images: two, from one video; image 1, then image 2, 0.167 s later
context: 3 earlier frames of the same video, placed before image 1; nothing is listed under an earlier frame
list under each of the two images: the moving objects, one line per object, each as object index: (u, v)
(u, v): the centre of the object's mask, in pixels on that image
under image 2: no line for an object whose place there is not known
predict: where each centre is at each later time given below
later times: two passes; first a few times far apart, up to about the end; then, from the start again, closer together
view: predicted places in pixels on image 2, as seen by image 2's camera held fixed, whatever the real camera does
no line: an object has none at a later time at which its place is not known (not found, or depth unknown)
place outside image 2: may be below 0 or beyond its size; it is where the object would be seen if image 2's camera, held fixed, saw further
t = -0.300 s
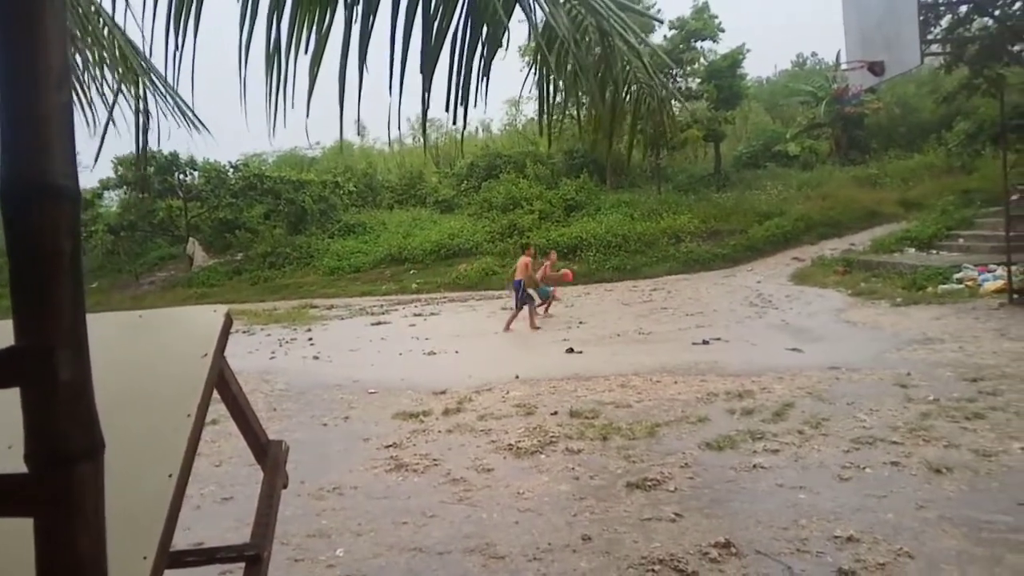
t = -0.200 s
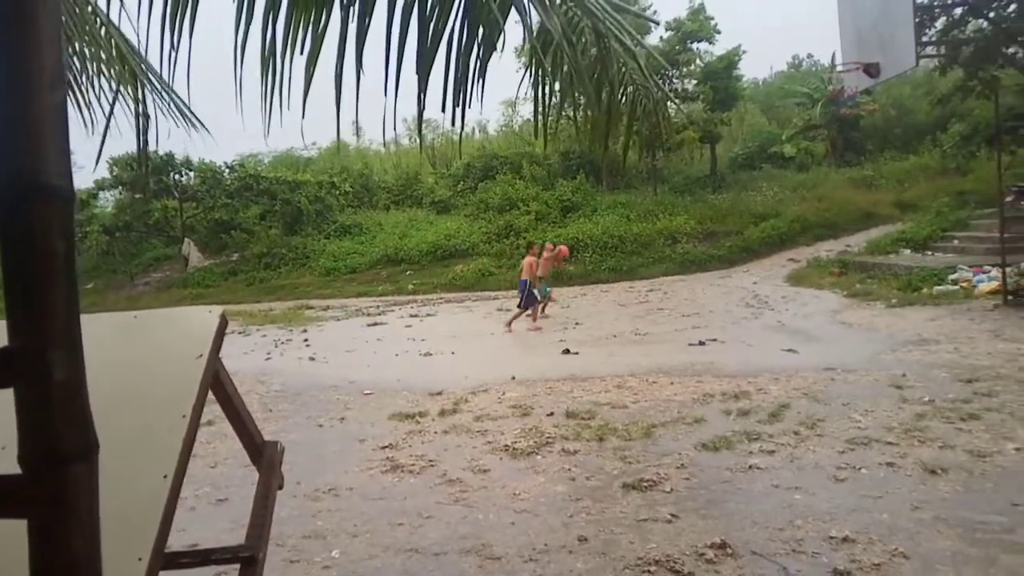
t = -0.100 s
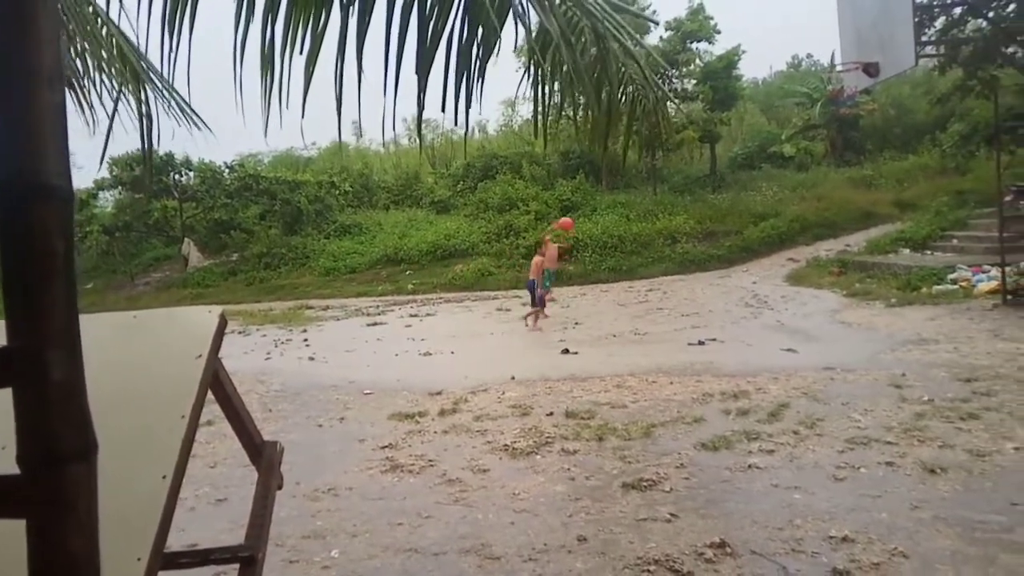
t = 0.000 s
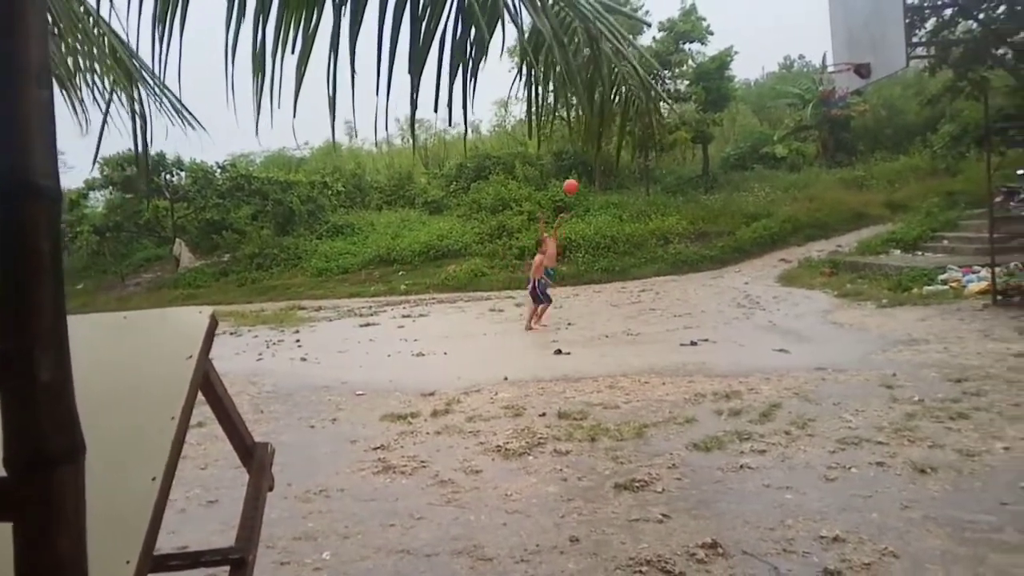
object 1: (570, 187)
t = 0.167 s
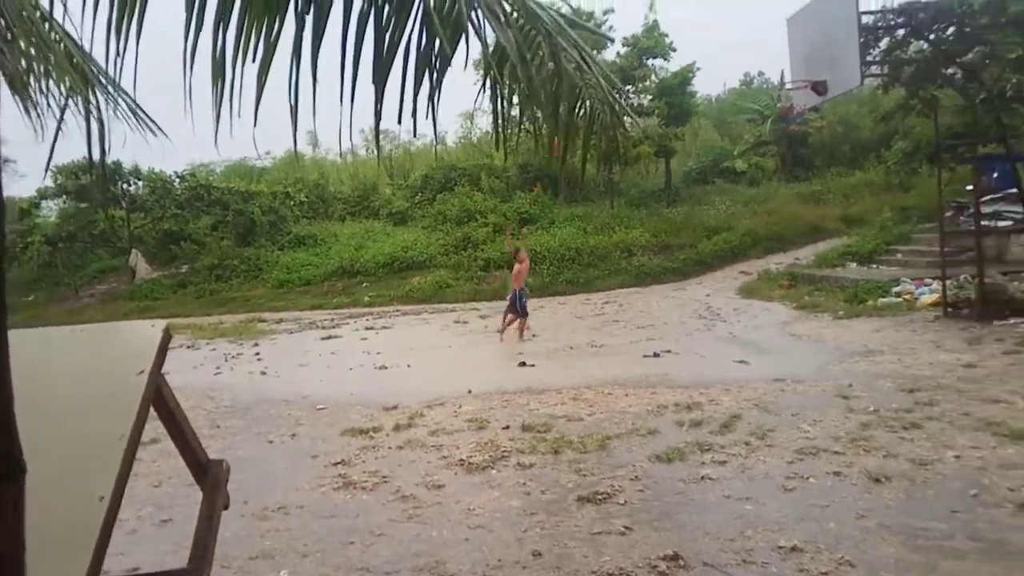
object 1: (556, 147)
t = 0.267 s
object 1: (584, 112)
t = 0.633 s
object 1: (645, 69)
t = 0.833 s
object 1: (687, 85)
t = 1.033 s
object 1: (736, 135)
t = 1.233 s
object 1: (791, 223)
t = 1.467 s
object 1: (853, 333)
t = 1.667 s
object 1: (864, 276)
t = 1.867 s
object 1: (875, 254)
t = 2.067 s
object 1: (890, 270)
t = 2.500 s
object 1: (925, 312)
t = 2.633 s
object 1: (935, 295)
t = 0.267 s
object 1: (584, 112)
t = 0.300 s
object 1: (587, 104)
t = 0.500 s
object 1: (621, 71)
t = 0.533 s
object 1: (627, 68)
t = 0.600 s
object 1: (639, 68)
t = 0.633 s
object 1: (645, 69)
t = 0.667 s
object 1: (652, 68)
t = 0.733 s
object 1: (666, 74)
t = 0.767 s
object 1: (674, 73)
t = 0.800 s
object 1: (680, 80)
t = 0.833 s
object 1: (687, 85)
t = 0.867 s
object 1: (696, 88)
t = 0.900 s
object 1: (704, 95)
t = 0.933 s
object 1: (710, 106)
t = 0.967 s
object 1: (720, 114)
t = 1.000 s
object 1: (727, 124)
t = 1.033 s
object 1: (736, 135)
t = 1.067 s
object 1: (744, 147)
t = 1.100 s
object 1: (753, 159)
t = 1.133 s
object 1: (763, 174)
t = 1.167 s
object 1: (771, 189)
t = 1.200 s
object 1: (781, 205)
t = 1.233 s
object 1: (791, 223)
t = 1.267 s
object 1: (800, 242)
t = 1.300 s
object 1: (812, 263)
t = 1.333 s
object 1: (821, 284)
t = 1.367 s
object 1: (833, 307)
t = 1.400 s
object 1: (843, 332)
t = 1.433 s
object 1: (852, 345)
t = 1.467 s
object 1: (853, 333)
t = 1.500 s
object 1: (855, 320)
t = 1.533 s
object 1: (856, 309)
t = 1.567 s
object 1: (858, 298)
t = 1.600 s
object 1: (860, 291)
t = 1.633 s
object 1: (863, 282)
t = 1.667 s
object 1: (864, 276)
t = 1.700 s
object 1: (865, 269)
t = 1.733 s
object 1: (867, 264)
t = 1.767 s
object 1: (869, 260)
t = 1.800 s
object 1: (871, 257)
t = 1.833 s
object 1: (874, 256)
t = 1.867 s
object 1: (875, 254)
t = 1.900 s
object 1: (878, 255)
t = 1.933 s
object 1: (879, 255)
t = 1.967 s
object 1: (881, 257)
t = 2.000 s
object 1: (884, 260)
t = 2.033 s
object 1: (887, 264)
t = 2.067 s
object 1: (890, 270)
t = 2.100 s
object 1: (893, 276)
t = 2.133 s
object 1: (896, 283)
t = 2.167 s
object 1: (899, 293)
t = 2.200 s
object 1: (901, 303)
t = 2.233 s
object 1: (904, 315)
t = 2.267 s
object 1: (908, 327)
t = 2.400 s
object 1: (918, 336)
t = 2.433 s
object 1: (920, 327)
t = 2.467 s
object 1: (922, 319)
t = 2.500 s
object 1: (925, 312)
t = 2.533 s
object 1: (927, 307)
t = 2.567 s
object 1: (929, 303)
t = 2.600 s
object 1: (931, 298)
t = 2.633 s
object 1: (935, 295)
